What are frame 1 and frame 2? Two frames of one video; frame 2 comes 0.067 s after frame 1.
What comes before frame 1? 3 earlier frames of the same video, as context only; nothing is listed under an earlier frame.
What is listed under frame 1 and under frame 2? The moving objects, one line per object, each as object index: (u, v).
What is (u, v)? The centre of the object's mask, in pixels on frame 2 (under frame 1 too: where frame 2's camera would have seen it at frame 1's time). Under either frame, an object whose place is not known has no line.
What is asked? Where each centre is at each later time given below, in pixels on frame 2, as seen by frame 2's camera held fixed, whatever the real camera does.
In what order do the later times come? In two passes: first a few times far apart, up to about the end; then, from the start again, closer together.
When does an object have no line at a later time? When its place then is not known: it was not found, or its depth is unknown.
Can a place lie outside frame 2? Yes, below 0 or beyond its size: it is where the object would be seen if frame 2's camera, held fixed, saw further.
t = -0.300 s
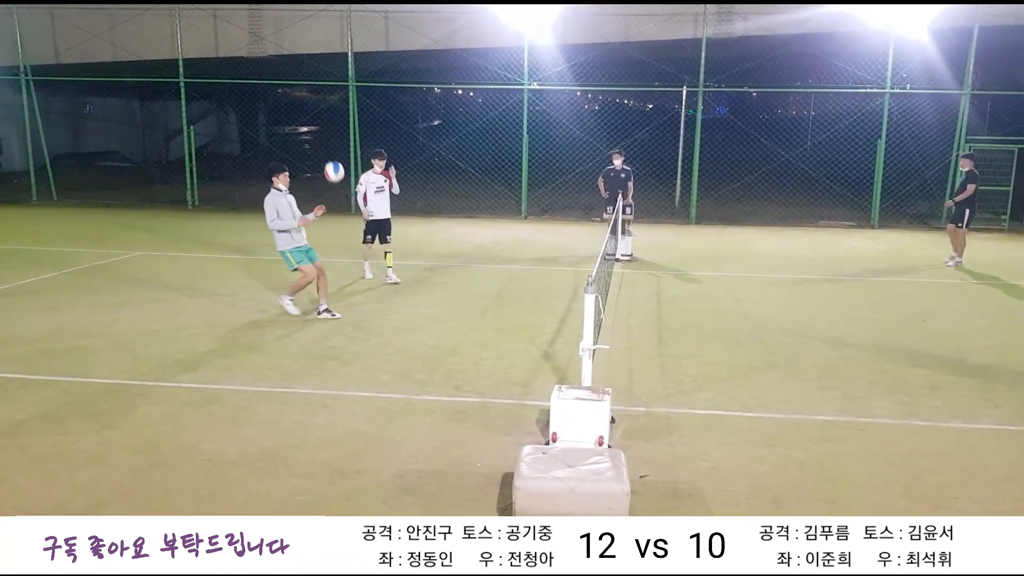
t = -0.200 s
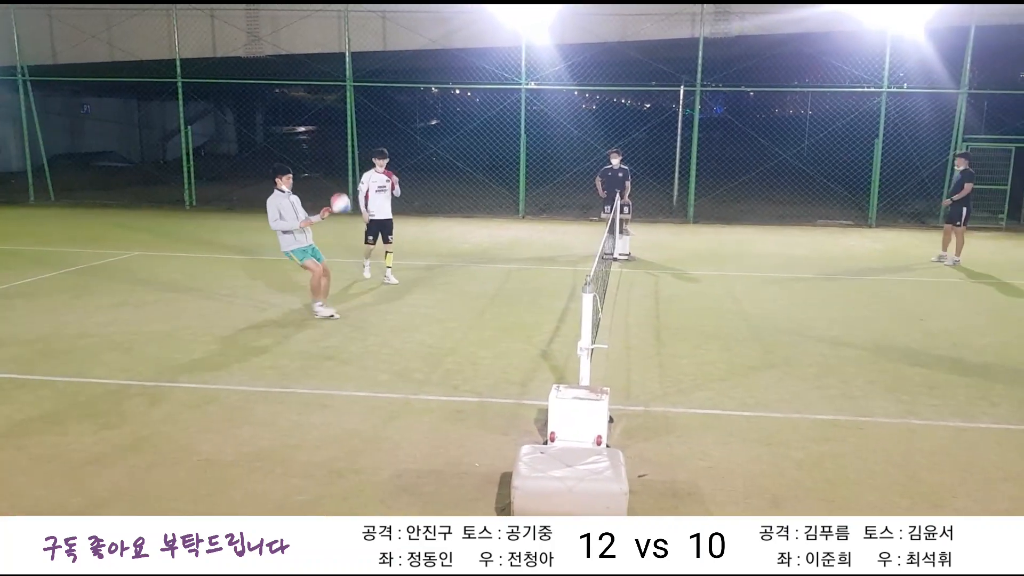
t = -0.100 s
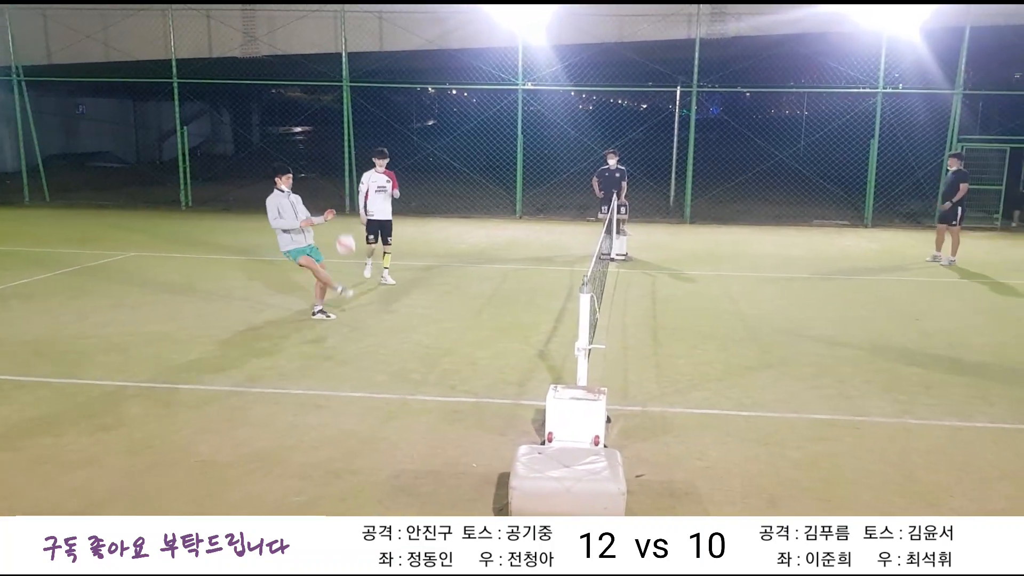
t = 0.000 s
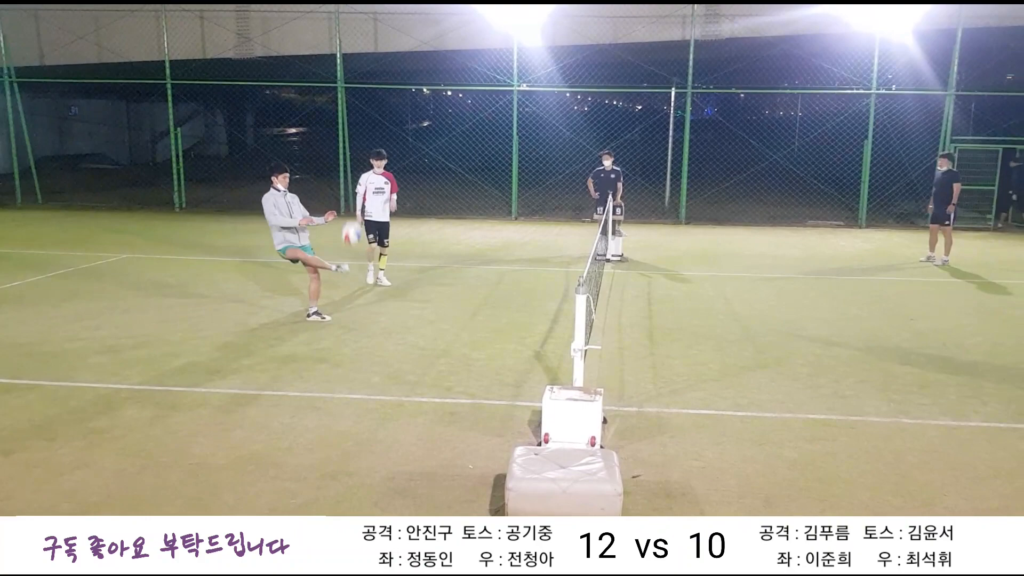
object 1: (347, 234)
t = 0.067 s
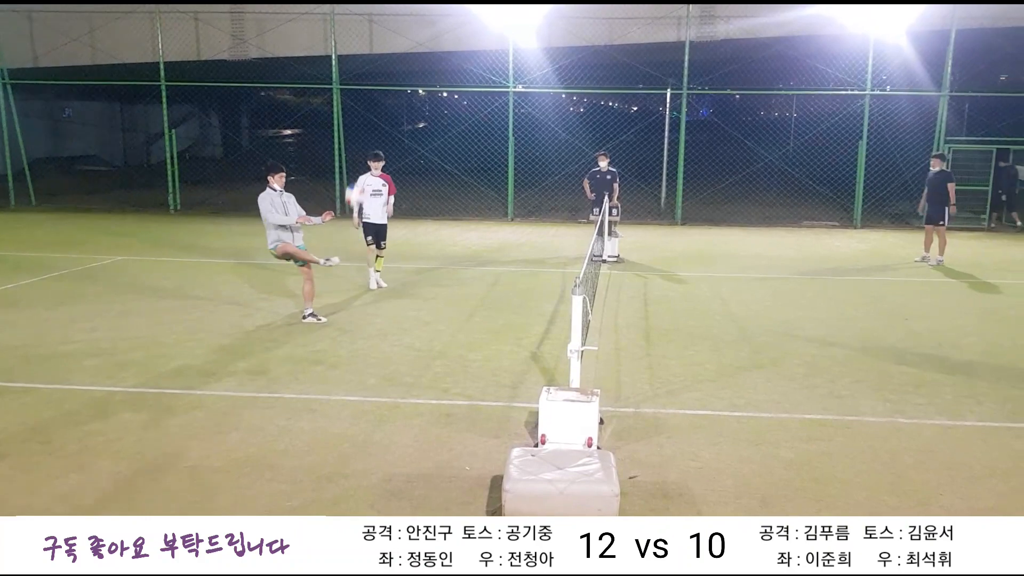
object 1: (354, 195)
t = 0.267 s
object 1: (378, 100)
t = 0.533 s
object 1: (411, 33)
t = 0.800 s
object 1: (446, 39)
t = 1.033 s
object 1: (478, 100)
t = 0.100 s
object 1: (358, 175)
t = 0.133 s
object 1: (363, 160)
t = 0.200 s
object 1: (370, 128)
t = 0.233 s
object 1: (374, 114)
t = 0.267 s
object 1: (378, 100)
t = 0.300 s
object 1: (382, 87)
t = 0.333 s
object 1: (386, 76)
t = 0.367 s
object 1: (390, 66)
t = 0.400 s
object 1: (394, 58)
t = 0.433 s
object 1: (398, 50)
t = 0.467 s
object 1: (402, 43)
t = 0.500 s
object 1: (407, 37)
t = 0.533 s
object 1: (411, 33)
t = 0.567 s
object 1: (415, 30)
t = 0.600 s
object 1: (420, 28)
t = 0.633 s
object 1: (424, 27)
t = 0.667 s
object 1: (428, 27)
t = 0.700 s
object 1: (433, 28)
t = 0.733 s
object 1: (437, 30)
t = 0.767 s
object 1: (442, 34)
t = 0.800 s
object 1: (446, 39)
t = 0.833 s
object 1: (451, 45)
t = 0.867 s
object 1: (455, 51)
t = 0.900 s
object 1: (459, 58)
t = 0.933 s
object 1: (464, 68)
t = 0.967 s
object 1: (469, 77)
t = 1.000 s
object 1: (473, 88)
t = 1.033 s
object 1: (478, 100)
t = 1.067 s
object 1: (482, 113)
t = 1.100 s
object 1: (487, 126)
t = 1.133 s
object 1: (491, 140)
